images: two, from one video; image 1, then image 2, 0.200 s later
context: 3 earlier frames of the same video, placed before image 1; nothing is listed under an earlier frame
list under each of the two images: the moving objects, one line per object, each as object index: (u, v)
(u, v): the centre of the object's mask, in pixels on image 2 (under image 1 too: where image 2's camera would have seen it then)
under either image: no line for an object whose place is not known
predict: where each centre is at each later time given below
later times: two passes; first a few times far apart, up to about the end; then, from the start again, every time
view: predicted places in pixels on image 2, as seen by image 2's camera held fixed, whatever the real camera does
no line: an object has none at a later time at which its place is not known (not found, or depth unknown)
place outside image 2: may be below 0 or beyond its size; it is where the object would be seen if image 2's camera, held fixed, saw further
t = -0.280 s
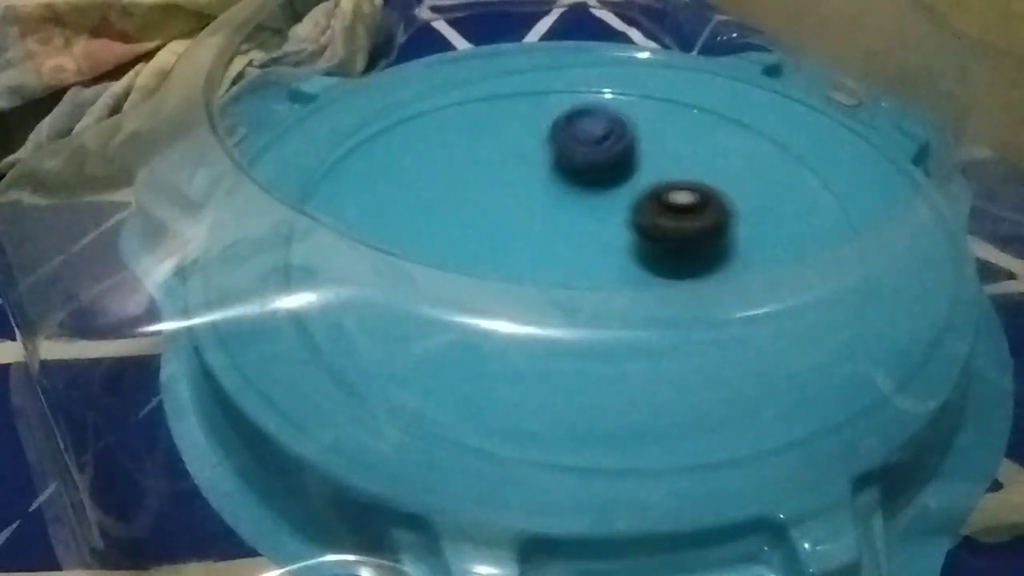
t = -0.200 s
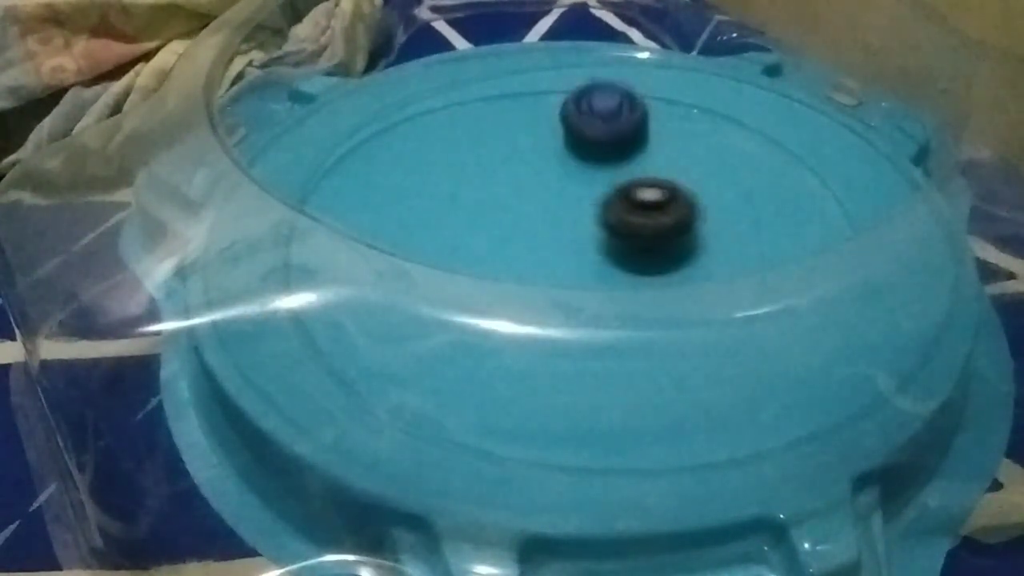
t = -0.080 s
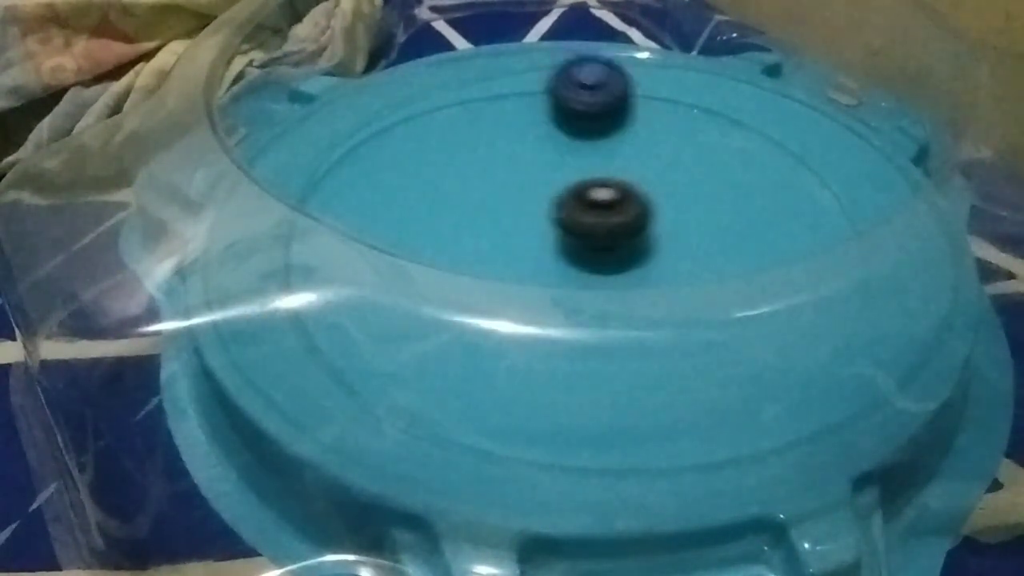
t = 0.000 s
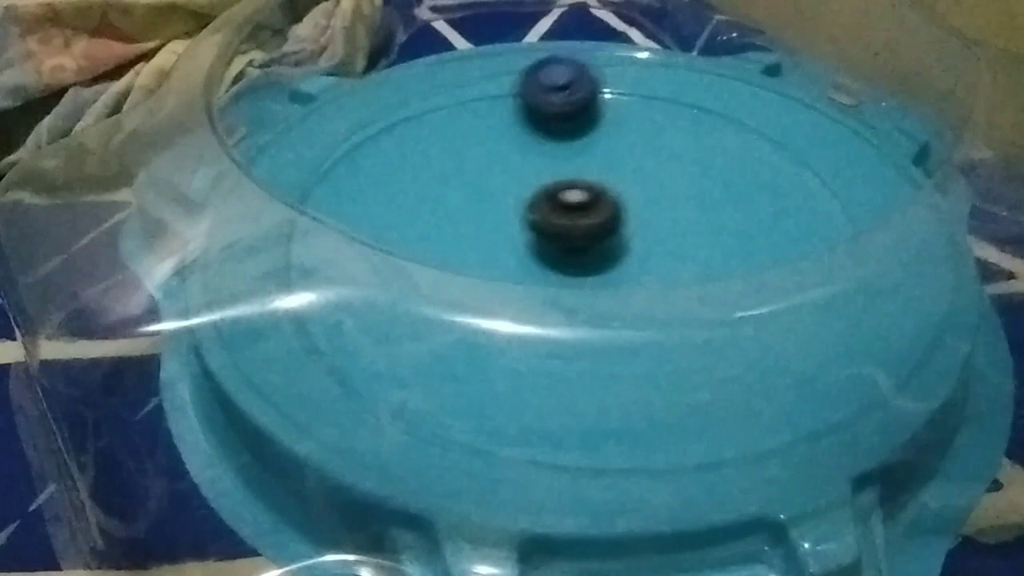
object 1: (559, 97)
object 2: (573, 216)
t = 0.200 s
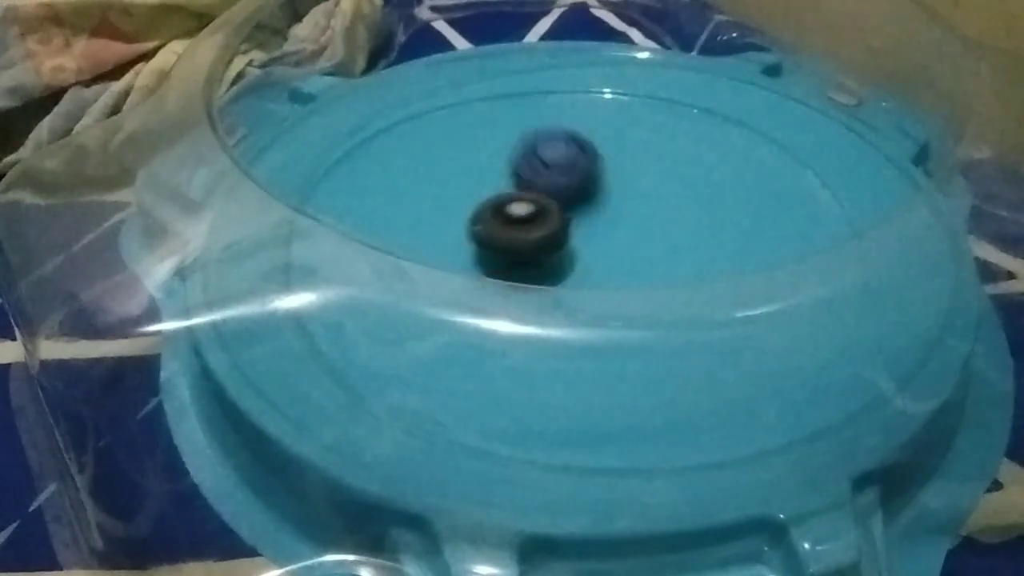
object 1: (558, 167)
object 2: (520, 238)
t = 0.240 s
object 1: (576, 184)
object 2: (512, 243)
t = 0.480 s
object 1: (737, 222)
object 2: (495, 263)
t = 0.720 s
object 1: (782, 164)
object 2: (522, 271)
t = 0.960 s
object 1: (673, 202)
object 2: (544, 265)
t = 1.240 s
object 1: (729, 332)
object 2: (546, 251)
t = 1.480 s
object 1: (837, 279)
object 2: (563, 241)
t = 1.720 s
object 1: (677, 277)
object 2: (578, 227)
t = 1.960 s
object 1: (560, 358)
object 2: (582, 216)
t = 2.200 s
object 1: (644, 393)
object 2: (587, 225)
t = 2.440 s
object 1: (607, 320)
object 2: (596, 234)
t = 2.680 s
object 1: (444, 289)
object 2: (586, 225)
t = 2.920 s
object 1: (359, 323)
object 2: (579, 244)
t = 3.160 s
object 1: (478, 324)
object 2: (583, 261)
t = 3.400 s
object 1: (444, 254)
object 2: (662, 236)
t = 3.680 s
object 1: (432, 193)
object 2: (630, 212)
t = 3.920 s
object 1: (448, 196)
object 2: (606, 225)
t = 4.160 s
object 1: (529, 179)
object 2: (604, 245)
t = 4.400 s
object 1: (567, 134)
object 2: (604, 267)
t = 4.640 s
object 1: (565, 145)
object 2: (600, 272)
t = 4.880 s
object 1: (613, 181)
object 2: (592, 275)
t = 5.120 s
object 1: (693, 214)
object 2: (576, 272)
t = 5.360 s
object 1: (739, 221)
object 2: (561, 269)
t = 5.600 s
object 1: (734, 239)
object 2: (550, 264)
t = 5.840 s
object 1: (717, 262)
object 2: (546, 258)
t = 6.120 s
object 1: (705, 316)
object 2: (549, 250)
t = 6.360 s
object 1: (663, 328)
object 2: (564, 242)
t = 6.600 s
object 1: (578, 336)
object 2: (581, 237)
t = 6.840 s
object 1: (512, 345)
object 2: (591, 231)
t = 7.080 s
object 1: (496, 334)
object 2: (599, 239)
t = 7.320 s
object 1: (468, 289)
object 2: (602, 250)
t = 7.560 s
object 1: (427, 258)
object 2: (602, 267)
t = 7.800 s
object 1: (445, 244)
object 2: (597, 271)
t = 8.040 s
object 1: (495, 206)
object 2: (587, 271)
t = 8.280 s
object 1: (504, 173)
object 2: (572, 270)
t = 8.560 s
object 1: (527, 178)
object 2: (555, 265)
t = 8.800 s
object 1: (596, 189)
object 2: (550, 262)
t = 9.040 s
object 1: (648, 192)
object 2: (551, 257)
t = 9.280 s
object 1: (667, 206)
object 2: (558, 252)
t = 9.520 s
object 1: (693, 246)
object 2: (570, 247)
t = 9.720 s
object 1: (723, 256)
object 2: (583, 246)
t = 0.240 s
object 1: (576, 184)
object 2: (512, 243)
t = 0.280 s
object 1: (596, 201)
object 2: (505, 248)
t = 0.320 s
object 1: (621, 212)
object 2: (501, 251)
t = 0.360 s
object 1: (648, 221)
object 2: (496, 256)
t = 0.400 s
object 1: (680, 226)
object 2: (493, 259)
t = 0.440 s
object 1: (708, 225)
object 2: (494, 262)
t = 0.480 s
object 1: (737, 222)
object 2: (495, 263)
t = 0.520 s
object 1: (761, 216)
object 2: (498, 266)
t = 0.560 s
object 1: (780, 206)
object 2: (501, 267)
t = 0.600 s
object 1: (792, 196)
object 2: (506, 269)
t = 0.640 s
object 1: (796, 184)
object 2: (511, 270)
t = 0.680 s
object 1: (793, 173)
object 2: (517, 271)
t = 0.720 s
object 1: (782, 164)
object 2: (522, 271)
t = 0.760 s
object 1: (767, 158)
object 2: (527, 270)
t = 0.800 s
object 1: (746, 157)
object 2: (532, 269)
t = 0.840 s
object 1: (726, 162)
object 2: (536, 269)
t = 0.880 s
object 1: (707, 172)
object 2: (540, 268)
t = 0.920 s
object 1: (689, 186)
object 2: (542, 267)
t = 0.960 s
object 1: (673, 202)
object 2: (544, 265)
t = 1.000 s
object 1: (663, 219)
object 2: (545, 263)
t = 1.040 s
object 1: (657, 240)
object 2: (545, 261)
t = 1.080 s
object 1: (656, 255)
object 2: (545, 259)
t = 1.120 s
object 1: (663, 264)
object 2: (545, 256)
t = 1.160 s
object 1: (675, 301)
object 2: (545, 255)
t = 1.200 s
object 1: (698, 319)
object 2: (545, 253)
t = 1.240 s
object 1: (729, 332)
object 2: (546, 251)
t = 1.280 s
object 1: (760, 336)
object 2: (548, 249)
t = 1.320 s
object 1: (796, 335)
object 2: (550, 247)
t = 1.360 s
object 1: (831, 329)
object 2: (553, 245)
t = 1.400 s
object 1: (848, 312)
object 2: (556, 243)
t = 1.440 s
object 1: (846, 296)
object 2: (560, 242)
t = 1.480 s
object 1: (837, 279)
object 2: (563, 241)
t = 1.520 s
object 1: (819, 269)
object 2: (567, 240)
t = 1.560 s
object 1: (797, 264)
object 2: (571, 239)
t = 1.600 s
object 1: (770, 262)
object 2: (574, 238)
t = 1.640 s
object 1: (740, 263)
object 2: (576, 237)
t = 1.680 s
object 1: (709, 269)
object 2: (578, 235)
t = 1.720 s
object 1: (677, 277)
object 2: (578, 227)
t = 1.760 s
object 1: (646, 287)
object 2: (579, 221)
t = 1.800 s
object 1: (620, 299)
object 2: (579, 222)
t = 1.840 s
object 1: (599, 311)
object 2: (581, 218)
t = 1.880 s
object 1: (581, 328)
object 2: (581, 217)
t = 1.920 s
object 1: (568, 345)
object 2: (581, 216)
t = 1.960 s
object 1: (560, 358)
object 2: (582, 216)
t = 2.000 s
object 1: (559, 374)
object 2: (583, 219)
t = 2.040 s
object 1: (565, 386)
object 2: (583, 219)
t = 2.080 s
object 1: (579, 395)
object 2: (584, 220)
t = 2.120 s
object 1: (598, 399)
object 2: (585, 222)
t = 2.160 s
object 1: (622, 398)
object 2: (586, 221)
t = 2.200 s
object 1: (644, 393)
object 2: (587, 225)
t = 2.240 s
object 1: (661, 384)
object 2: (587, 227)
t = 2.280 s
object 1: (667, 371)
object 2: (588, 230)
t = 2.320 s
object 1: (664, 357)
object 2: (590, 229)
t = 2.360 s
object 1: (650, 342)
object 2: (593, 242)
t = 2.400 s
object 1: (628, 328)
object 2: (593, 241)
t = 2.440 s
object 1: (607, 320)
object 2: (596, 234)
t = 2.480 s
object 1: (583, 317)
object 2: (598, 230)
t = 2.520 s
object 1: (555, 311)
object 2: (599, 225)
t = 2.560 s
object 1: (525, 303)
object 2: (599, 225)
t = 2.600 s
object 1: (499, 298)
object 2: (595, 234)
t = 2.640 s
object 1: (472, 292)
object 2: (590, 225)
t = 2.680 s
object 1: (444, 289)
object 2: (586, 225)
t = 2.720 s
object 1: (419, 290)
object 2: (585, 234)
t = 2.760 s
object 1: (396, 293)
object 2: (582, 226)
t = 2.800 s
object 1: (380, 297)
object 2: (582, 238)
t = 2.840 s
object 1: (368, 305)
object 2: (581, 240)
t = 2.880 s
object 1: (359, 313)
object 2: (580, 242)
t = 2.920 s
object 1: (359, 323)
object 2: (579, 244)
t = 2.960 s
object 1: (365, 331)
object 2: (577, 246)
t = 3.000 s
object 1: (384, 339)
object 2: (574, 245)
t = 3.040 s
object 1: (406, 341)
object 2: (576, 254)
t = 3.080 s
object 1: (433, 340)
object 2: (575, 250)
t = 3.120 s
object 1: (457, 334)
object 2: (579, 259)
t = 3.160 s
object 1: (478, 324)
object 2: (583, 261)
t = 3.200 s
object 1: (494, 309)
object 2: (586, 260)
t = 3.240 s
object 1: (480, 296)
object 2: (607, 257)
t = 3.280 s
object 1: (455, 288)
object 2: (634, 250)
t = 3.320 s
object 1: (443, 277)
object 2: (652, 244)
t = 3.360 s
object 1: (443, 264)
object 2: (661, 240)
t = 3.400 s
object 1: (444, 254)
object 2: (662, 236)
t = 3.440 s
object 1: (449, 236)
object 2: (659, 231)
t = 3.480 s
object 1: (449, 230)
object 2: (655, 226)
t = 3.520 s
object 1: (448, 220)
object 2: (651, 217)
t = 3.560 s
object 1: (445, 211)
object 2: (646, 215)
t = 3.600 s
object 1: (441, 203)
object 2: (641, 213)
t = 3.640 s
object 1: (436, 197)
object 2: (635, 212)
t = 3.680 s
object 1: (432, 193)
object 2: (630, 212)
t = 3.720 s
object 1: (429, 191)
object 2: (625, 213)
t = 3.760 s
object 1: (427, 190)
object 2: (621, 215)
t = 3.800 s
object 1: (427, 190)
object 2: (616, 218)
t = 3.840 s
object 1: (431, 192)
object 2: (613, 220)
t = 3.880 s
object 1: (438, 194)
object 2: (609, 222)
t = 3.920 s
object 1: (448, 196)
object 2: (606, 225)
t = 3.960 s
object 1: (460, 197)
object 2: (605, 228)
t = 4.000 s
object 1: (473, 197)
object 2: (604, 232)
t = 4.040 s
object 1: (487, 195)
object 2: (604, 235)
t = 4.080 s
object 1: (502, 192)
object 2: (604, 238)
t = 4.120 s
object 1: (517, 186)
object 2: (604, 242)
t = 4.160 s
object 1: (529, 179)
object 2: (604, 245)
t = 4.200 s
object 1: (541, 171)
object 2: (604, 248)
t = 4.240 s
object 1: (550, 162)
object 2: (605, 250)
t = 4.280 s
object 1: (557, 154)
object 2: (604, 255)
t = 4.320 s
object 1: (563, 147)
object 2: (604, 258)
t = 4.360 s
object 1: (566, 140)
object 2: (604, 265)
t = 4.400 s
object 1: (567, 134)
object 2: (604, 267)
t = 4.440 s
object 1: (566, 130)
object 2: (603, 268)
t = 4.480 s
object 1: (564, 129)
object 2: (603, 269)
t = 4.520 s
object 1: (561, 130)
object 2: (603, 270)
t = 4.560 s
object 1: (560, 133)
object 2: (602, 271)
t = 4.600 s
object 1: (562, 139)
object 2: (601, 272)
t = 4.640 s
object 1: (565, 145)
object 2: (600, 272)
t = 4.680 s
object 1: (570, 150)
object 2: (599, 273)
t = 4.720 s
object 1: (577, 156)
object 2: (598, 273)
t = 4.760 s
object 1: (585, 161)
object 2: (597, 274)
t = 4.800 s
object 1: (594, 168)
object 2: (595, 275)
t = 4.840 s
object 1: (603, 174)
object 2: (593, 275)
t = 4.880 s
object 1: (613, 181)
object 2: (592, 275)
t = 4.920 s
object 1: (624, 187)
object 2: (589, 275)
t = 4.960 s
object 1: (637, 193)
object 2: (587, 273)
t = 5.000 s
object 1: (650, 201)
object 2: (584, 273)
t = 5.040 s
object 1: (664, 207)
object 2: (582, 273)
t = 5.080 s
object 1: (678, 211)
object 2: (578, 273)
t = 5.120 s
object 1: (693, 214)
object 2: (576, 272)
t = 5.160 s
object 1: (706, 216)
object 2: (574, 273)
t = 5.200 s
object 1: (717, 218)
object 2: (571, 272)
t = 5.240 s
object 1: (726, 219)
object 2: (568, 271)
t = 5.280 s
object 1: (733, 219)
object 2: (566, 270)
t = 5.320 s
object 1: (737, 220)
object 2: (563, 270)
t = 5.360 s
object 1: (739, 221)
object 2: (561, 269)
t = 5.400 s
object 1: (741, 223)
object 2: (559, 268)
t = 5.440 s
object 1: (741, 225)
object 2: (558, 267)
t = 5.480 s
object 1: (741, 228)
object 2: (555, 266)
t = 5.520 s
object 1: (739, 232)
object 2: (553, 265)
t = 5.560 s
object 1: (737, 235)
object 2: (552, 264)
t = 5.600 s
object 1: (734, 239)
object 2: (550, 264)
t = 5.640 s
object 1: (731, 243)
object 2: (549, 263)
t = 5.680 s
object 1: (728, 247)
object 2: (548, 262)
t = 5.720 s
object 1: (725, 251)
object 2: (547, 260)
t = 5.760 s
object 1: (721, 255)
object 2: (547, 260)
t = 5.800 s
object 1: (719, 258)
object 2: (546, 259)
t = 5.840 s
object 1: (717, 262)
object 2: (546, 258)
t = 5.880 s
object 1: (714, 264)
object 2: (545, 257)
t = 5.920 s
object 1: (711, 268)
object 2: (545, 256)
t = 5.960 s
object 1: (713, 300)
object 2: (545, 255)
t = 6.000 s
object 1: (712, 305)
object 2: (546, 254)
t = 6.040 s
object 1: (711, 310)
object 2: (546, 253)
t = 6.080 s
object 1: (708, 313)
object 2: (547, 251)
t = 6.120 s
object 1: (705, 316)
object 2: (549, 250)
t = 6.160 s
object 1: (702, 318)
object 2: (551, 249)
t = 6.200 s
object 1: (698, 321)
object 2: (553, 247)
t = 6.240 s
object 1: (691, 323)
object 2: (556, 246)
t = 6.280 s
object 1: (683, 325)
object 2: (559, 244)
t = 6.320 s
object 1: (674, 327)
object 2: (561, 243)
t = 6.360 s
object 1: (663, 328)
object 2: (564, 242)
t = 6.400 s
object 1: (650, 329)
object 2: (567, 241)
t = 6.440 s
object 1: (636, 332)
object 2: (570, 240)
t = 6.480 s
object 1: (622, 334)
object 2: (573, 239)
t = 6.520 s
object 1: (609, 335)
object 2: (576, 238)
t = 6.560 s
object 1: (594, 335)
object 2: (578, 237)
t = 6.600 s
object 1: (578, 336)
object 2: (581, 237)
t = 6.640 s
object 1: (562, 336)
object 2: (582, 231)
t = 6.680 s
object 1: (547, 339)
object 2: (583, 231)
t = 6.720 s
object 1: (533, 342)
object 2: (585, 226)
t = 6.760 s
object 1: (524, 343)
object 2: (587, 226)
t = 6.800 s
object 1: (517, 344)
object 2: (589, 227)
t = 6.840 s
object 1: (512, 345)
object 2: (591, 231)
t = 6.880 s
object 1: (508, 344)
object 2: (592, 231)
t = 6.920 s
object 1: (506, 344)
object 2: (593, 232)
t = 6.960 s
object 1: (503, 342)
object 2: (595, 234)
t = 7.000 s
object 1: (500, 340)
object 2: (596, 235)
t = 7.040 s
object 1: (498, 338)
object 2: (598, 234)
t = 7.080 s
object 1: (496, 334)
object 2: (599, 239)
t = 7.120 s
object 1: (494, 329)
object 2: (600, 241)
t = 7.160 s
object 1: (492, 323)
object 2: (602, 249)
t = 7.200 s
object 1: (488, 315)
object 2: (601, 246)
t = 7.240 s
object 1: (483, 307)
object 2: (601, 247)
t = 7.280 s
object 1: (477, 298)
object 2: (602, 249)
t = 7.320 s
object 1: (468, 289)
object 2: (602, 250)
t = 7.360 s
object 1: (460, 280)
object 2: (602, 253)
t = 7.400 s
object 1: (451, 272)
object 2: (602, 257)
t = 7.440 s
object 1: (441, 266)
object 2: (602, 259)
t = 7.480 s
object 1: (433, 262)
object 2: (603, 265)
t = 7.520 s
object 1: (429, 260)
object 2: (602, 266)
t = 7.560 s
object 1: (427, 258)
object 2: (602, 267)
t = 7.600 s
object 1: (426, 256)
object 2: (602, 268)
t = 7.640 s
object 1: (426, 254)
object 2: (601, 269)
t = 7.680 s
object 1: (428, 251)
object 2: (600, 269)
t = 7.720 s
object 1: (432, 249)
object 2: (599, 270)
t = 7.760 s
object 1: (439, 247)
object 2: (598, 270)
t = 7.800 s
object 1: (445, 244)
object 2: (597, 271)
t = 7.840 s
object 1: (453, 240)
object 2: (596, 271)
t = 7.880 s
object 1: (462, 233)
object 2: (594, 271)
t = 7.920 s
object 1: (471, 228)
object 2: (593, 271)
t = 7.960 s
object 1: (480, 221)
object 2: (591, 271)
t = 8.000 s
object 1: (488, 214)
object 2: (590, 271)
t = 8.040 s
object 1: (495, 206)
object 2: (587, 271)
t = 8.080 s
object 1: (500, 198)
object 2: (585, 271)
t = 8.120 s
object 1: (503, 190)
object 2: (582, 270)
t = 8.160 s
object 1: (504, 183)
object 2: (580, 270)
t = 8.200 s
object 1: (504, 179)
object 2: (578, 270)
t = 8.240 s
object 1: (504, 175)
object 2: (575, 270)
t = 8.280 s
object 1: (504, 173)
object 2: (572, 270)
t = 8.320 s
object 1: (504, 172)
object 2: (569, 269)
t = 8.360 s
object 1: (506, 172)
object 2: (567, 268)
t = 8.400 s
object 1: (507, 172)
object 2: (564, 268)
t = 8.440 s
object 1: (510, 173)
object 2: (561, 266)
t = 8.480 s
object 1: (515, 175)
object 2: (558, 266)
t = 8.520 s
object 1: (520, 177)
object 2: (556, 266)
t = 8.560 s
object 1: (527, 178)
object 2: (555, 265)
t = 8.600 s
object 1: (535, 179)
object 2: (553, 265)
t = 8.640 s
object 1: (546, 180)
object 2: (552, 264)
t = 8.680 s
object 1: (558, 182)
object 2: (552, 263)
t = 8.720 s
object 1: (570, 184)
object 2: (551, 263)
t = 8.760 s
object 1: (583, 187)
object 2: (551, 263)
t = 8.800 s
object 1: (596, 189)
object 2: (550, 262)
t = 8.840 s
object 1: (608, 190)
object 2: (550, 261)
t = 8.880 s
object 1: (618, 191)
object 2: (550, 261)
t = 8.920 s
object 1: (627, 191)
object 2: (550, 260)
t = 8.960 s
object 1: (636, 191)
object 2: (550, 259)
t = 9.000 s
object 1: (643, 192)
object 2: (551, 258)
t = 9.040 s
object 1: (648, 192)
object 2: (551, 257)
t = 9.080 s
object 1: (653, 193)
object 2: (551, 256)
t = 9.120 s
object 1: (656, 194)
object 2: (552, 255)
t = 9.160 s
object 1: (659, 196)
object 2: (553, 254)
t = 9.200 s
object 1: (663, 199)
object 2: (555, 253)
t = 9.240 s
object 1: (665, 202)
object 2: (556, 252)
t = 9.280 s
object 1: (667, 206)
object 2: (558, 252)
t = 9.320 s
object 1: (670, 212)
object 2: (560, 251)
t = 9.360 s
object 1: (674, 218)
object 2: (561, 250)
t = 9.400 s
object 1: (678, 225)
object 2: (563, 249)
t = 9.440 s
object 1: (682, 232)
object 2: (565, 249)
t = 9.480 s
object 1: (687, 240)
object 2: (568, 248)
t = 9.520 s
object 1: (693, 246)
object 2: (570, 247)
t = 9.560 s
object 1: (699, 250)
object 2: (573, 247)
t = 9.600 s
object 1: (706, 252)
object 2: (576, 246)
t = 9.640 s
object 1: (713, 255)
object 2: (578, 246)
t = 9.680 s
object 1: (719, 256)
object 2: (581, 246)
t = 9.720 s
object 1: (723, 256)
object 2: (583, 246)
